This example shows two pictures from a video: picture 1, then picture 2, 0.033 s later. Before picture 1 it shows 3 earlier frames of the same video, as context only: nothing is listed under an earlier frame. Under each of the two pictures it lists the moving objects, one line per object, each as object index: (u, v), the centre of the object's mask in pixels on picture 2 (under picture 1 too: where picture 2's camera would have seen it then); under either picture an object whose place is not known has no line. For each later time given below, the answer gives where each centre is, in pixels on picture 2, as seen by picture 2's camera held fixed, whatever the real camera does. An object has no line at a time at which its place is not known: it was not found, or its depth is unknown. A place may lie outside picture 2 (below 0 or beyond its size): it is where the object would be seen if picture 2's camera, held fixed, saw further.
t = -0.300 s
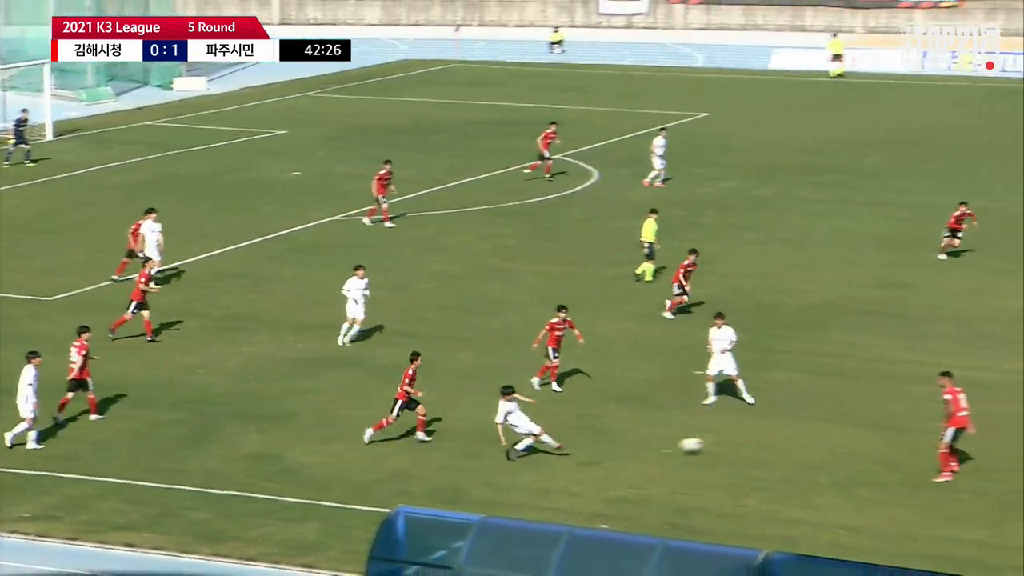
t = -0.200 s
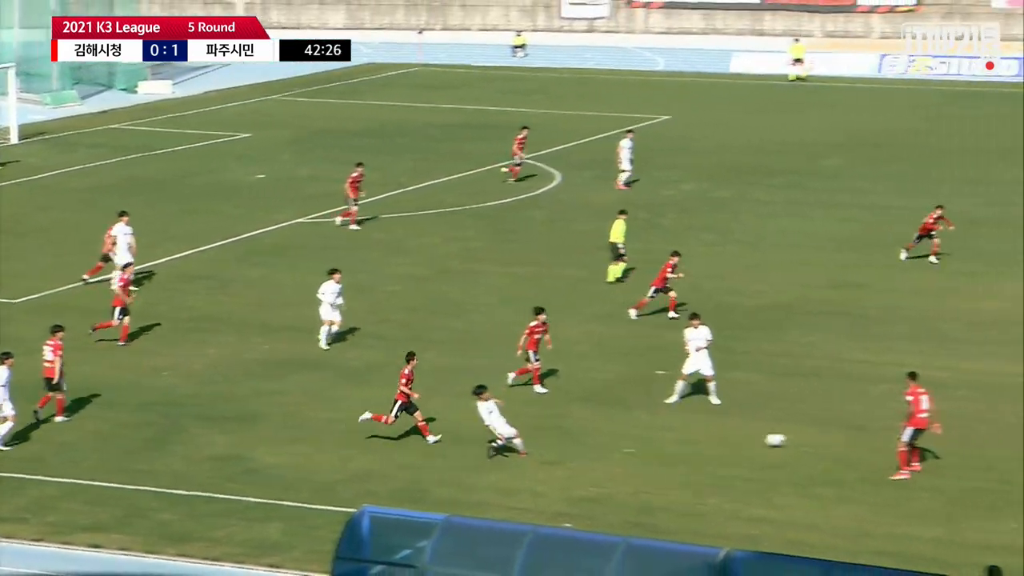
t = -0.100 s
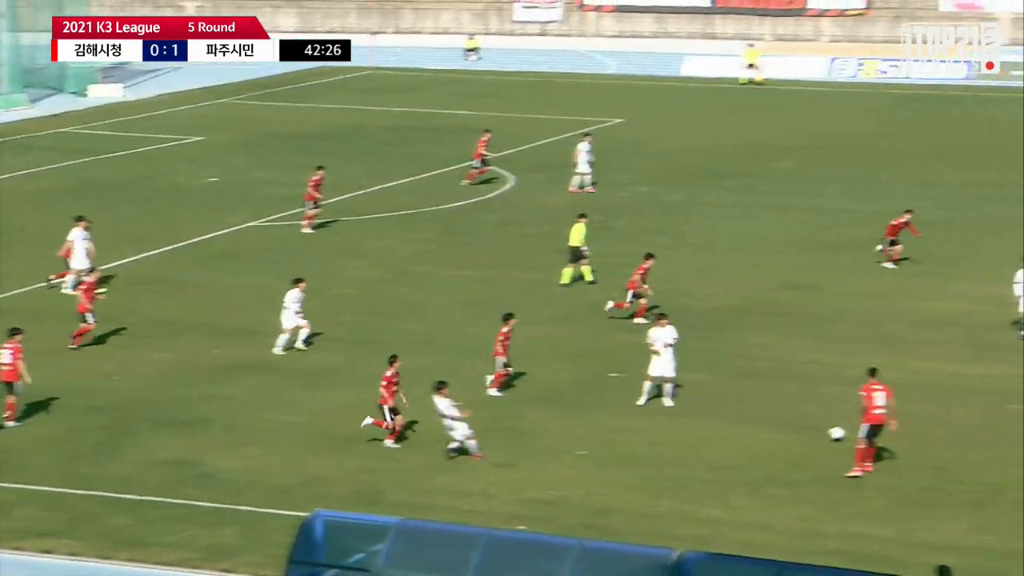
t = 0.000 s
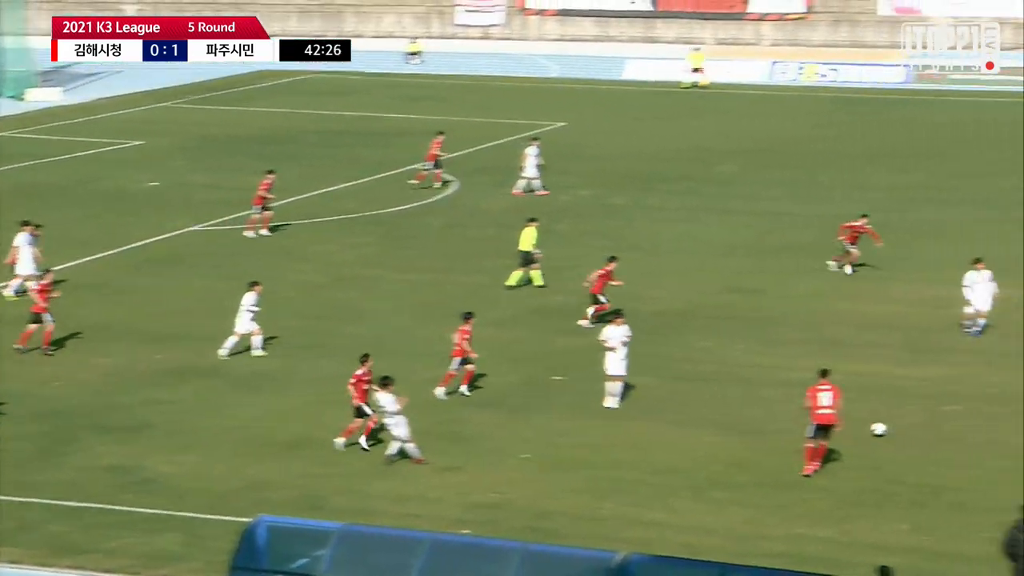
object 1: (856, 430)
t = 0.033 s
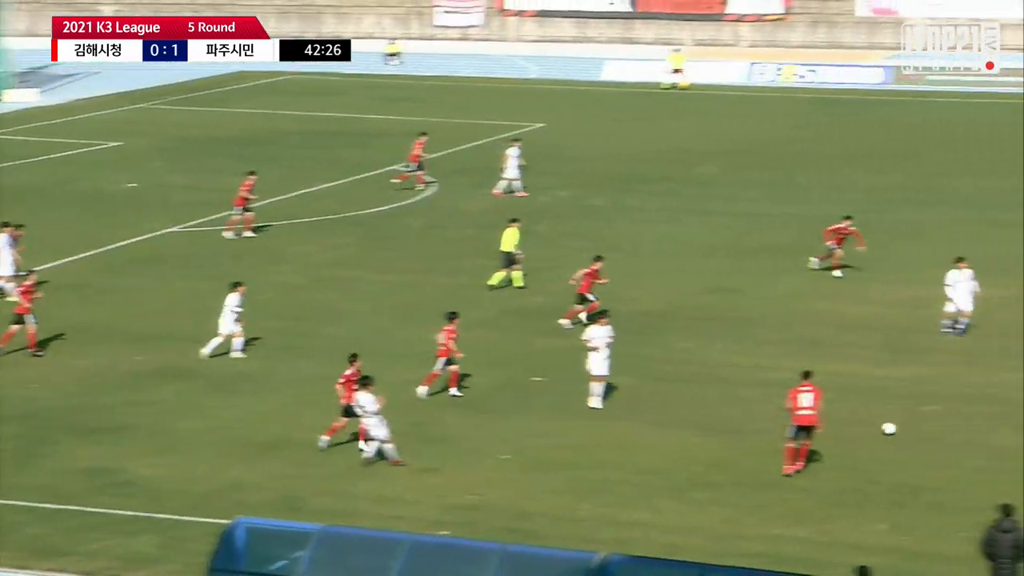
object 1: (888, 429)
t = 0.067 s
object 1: (919, 426)
